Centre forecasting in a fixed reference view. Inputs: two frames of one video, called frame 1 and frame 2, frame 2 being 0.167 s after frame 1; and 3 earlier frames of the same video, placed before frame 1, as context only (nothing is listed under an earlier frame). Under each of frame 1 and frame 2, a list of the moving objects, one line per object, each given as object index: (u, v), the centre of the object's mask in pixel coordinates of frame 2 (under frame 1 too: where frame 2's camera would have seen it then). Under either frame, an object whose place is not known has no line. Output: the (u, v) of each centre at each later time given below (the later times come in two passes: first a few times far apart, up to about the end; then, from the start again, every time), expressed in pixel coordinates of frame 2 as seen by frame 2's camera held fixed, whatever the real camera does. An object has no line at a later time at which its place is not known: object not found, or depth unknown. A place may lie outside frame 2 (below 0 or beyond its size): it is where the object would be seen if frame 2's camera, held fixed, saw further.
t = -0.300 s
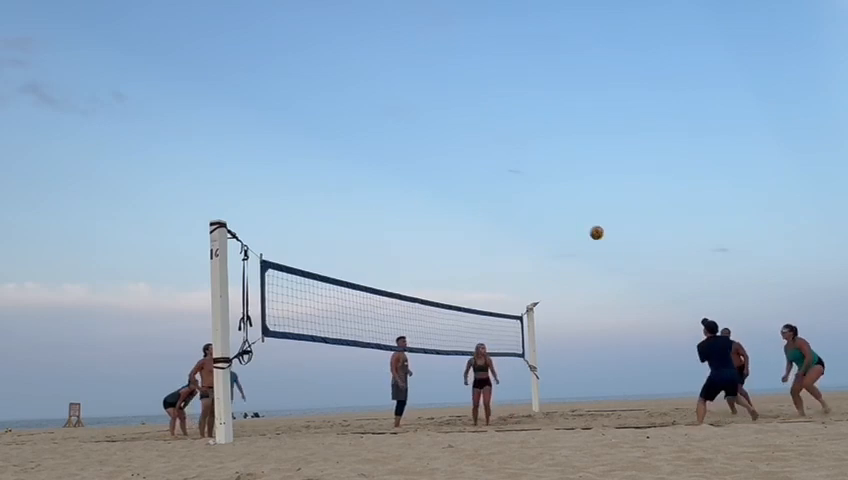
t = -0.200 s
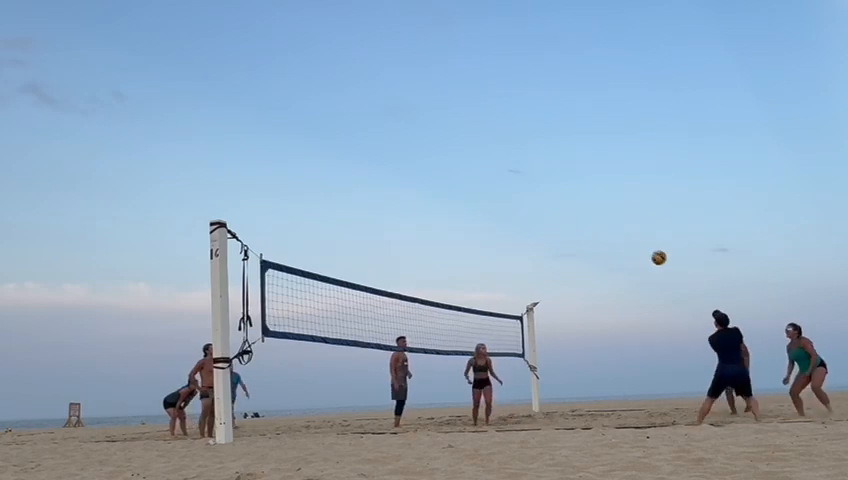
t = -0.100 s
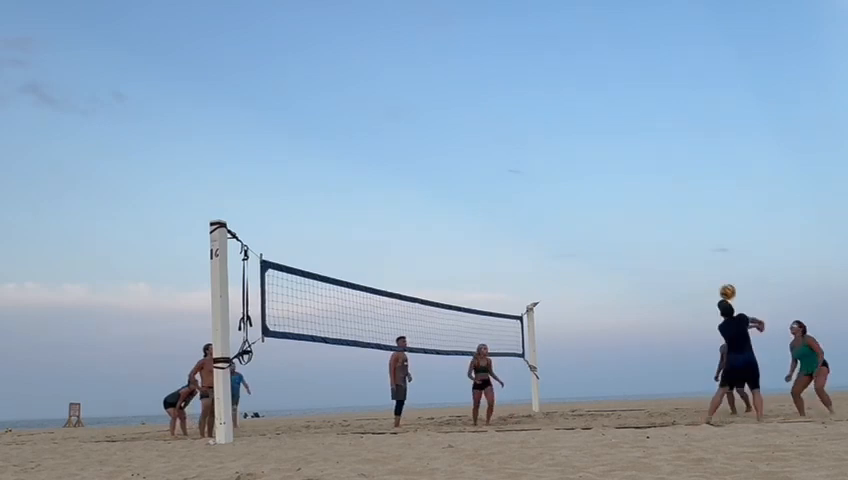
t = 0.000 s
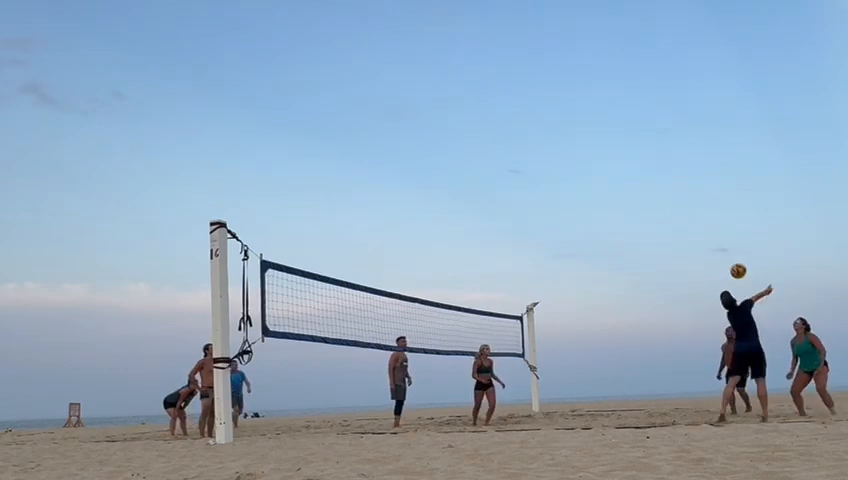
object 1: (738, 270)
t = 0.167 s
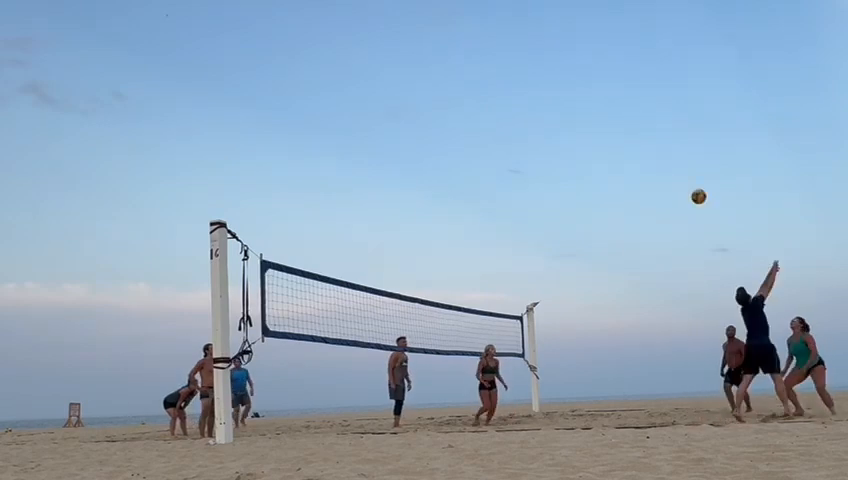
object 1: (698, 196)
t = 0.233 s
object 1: (684, 175)
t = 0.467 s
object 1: (639, 127)
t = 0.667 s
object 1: (606, 118)
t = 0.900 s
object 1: (574, 136)
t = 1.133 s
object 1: (546, 180)
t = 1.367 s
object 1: (522, 246)
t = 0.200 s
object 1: (691, 185)
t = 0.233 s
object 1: (684, 175)
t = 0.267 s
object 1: (677, 165)
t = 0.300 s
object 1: (671, 156)
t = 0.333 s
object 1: (664, 149)
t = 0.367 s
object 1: (657, 143)
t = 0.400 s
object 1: (651, 137)
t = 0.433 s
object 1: (645, 131)
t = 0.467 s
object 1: (639, 127)
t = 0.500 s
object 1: (633, 124)
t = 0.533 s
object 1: (628, 121)
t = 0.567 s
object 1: (622, 120)
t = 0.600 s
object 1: (617, 118)
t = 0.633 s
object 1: (612, 118)
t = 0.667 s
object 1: (606, 118)
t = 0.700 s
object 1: (601, 119)
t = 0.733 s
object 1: (597, 120)
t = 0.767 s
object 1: (592, 122)
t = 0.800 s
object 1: (587, 124)
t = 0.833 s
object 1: (583, 128)
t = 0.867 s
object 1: (578, 131)
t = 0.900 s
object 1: (574, 136)
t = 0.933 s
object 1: (569, 141)
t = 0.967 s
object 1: (565, 146)
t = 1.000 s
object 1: (561, 151)
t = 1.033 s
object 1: (557, 158)
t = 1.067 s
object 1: (553, 165)
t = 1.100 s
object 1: (549, 172)
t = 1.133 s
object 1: (546, 180)
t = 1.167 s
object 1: (542, 188)
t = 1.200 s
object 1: (538, 197)
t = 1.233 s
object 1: (535, 206)
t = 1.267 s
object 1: (532, 215)
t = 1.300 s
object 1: (528, 225)
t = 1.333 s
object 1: (525, 235)
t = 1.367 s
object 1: (522, 246)
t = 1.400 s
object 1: (518, 257)
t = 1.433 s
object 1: (515, 268)
